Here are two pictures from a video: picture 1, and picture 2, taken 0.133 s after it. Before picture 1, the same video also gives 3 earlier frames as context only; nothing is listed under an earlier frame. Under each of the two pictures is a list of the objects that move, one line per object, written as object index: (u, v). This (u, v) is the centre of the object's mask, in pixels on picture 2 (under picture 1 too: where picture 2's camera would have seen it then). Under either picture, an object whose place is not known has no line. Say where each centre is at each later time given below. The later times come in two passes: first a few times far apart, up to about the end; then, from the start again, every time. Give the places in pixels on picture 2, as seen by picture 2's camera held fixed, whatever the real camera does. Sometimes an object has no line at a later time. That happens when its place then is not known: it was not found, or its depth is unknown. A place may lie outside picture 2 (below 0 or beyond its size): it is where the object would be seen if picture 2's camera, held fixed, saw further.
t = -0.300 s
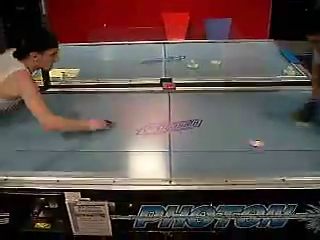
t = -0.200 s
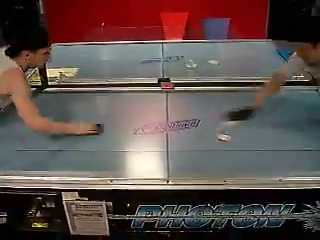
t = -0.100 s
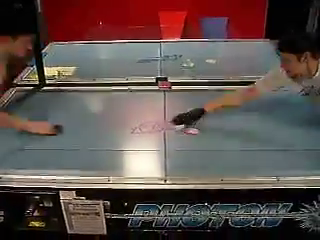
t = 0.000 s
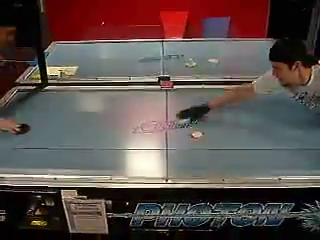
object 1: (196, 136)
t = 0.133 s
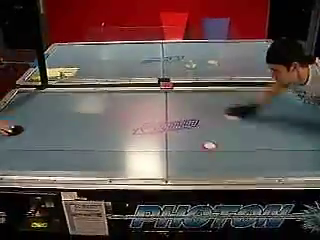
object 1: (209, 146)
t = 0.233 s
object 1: (219, 154)
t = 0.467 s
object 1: (246, 173)
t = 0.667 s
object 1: (253, 162)
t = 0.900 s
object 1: (258, 145)
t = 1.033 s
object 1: (260, 137)
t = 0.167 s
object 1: (213, 148)
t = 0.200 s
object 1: (216, 151)
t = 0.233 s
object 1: (219, 154)
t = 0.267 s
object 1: (222, 156)
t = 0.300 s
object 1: (227, 159)
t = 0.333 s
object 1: (230, 162)
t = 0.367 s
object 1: (234, 165)
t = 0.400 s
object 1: (238, 167)
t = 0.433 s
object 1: (241, 170)
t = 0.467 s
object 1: (246, 173)
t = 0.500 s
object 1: (249, 174)
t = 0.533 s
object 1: (250, 171)
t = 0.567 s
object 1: (251, 169)
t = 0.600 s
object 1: (252, 167)
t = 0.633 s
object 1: (252, 164)
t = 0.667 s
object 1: (253, 162)
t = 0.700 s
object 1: (254, 159)
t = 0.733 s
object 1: (255, 157)
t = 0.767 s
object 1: (256, 154)
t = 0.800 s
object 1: (256, 152)
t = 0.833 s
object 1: (257, 150)
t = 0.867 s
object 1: (257, 148)
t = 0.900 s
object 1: (258, 145)
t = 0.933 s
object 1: (259, 143)
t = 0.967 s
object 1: (260, 141)
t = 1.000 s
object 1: (260, 139)
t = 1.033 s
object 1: (260, 137)
